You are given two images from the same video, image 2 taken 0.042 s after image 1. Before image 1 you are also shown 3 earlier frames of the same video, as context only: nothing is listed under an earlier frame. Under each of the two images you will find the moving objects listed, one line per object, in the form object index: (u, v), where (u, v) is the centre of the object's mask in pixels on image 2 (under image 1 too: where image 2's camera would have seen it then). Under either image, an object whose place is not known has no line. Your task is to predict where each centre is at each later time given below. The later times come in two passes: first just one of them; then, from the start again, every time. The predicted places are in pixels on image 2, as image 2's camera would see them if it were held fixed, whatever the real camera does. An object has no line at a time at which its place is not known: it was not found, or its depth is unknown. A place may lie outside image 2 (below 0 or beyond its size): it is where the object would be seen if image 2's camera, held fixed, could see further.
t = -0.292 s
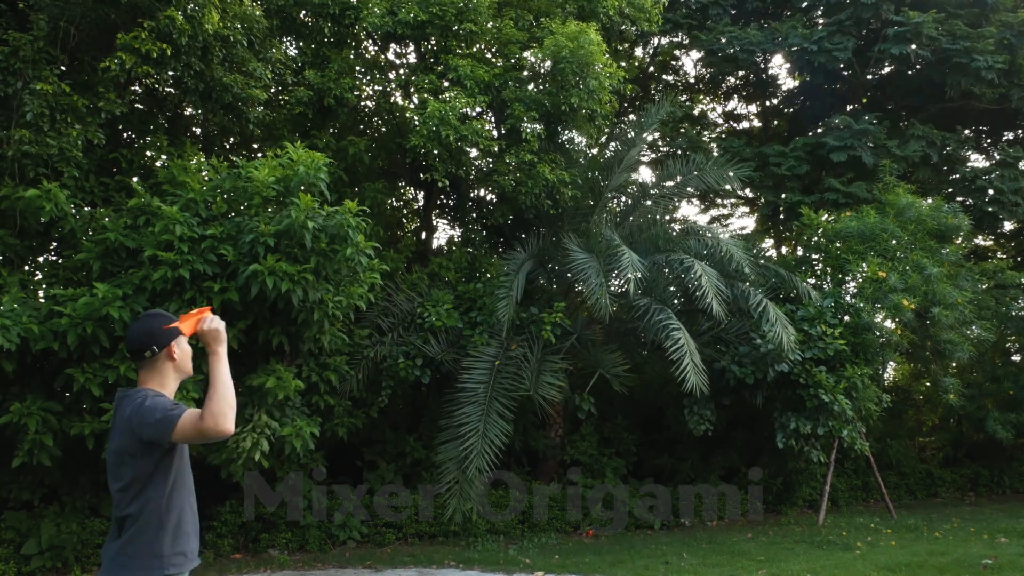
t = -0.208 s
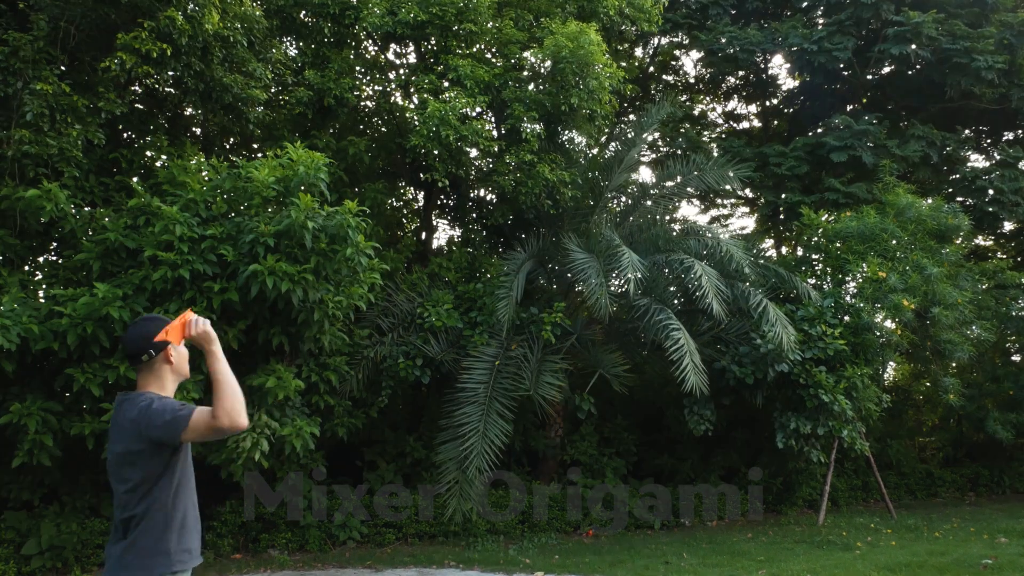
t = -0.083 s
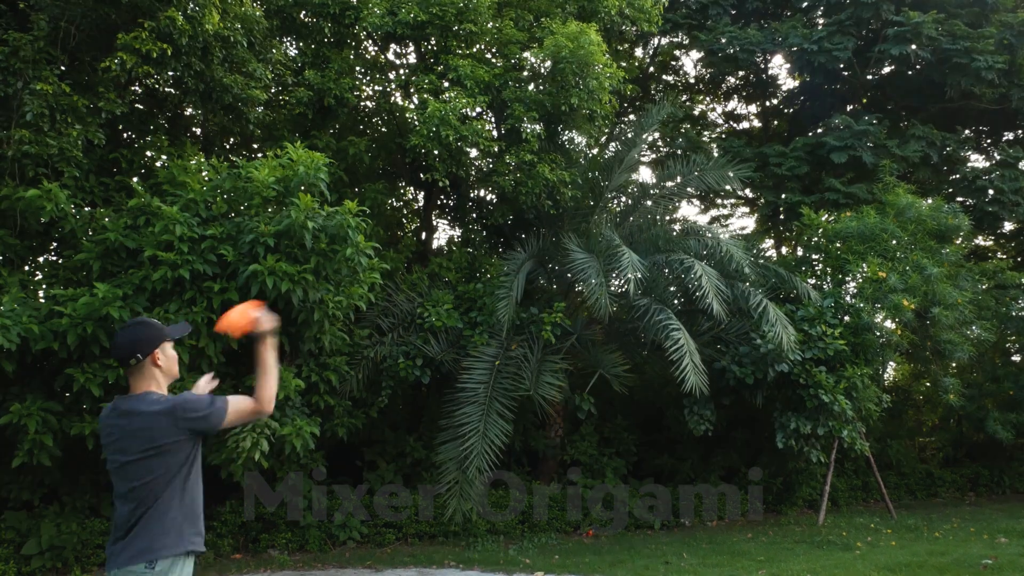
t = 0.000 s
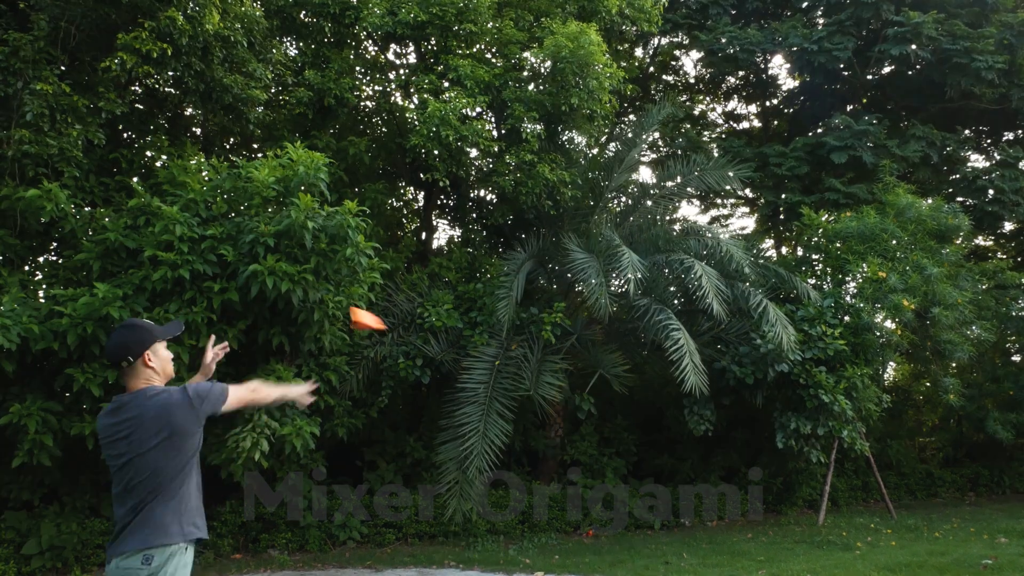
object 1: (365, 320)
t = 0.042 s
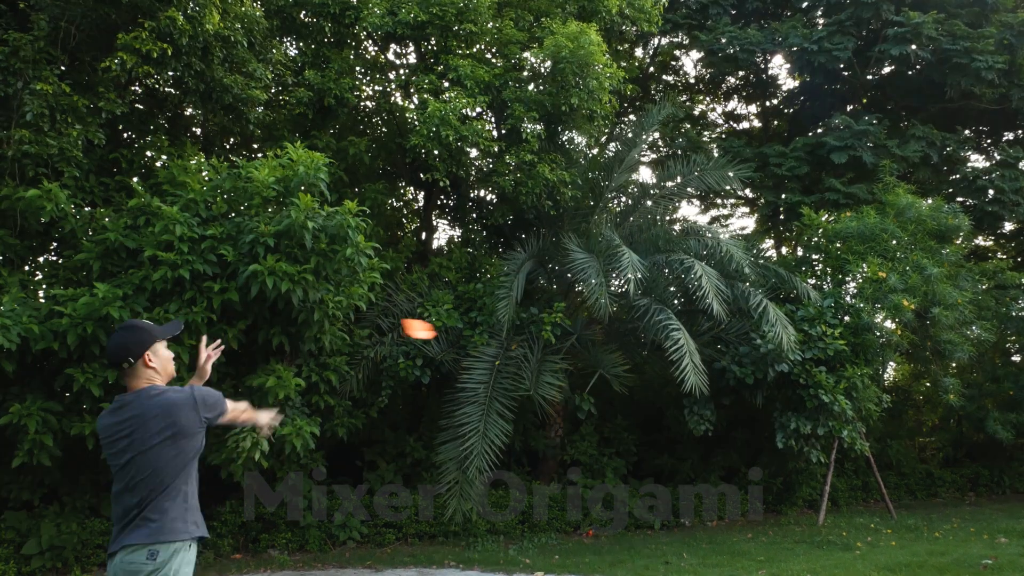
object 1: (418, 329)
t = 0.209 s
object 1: (604, 308)
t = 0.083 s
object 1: (467, 330)
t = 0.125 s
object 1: (514, 325)
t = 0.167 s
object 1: (560, 317)
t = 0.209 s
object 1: (604, 308)
